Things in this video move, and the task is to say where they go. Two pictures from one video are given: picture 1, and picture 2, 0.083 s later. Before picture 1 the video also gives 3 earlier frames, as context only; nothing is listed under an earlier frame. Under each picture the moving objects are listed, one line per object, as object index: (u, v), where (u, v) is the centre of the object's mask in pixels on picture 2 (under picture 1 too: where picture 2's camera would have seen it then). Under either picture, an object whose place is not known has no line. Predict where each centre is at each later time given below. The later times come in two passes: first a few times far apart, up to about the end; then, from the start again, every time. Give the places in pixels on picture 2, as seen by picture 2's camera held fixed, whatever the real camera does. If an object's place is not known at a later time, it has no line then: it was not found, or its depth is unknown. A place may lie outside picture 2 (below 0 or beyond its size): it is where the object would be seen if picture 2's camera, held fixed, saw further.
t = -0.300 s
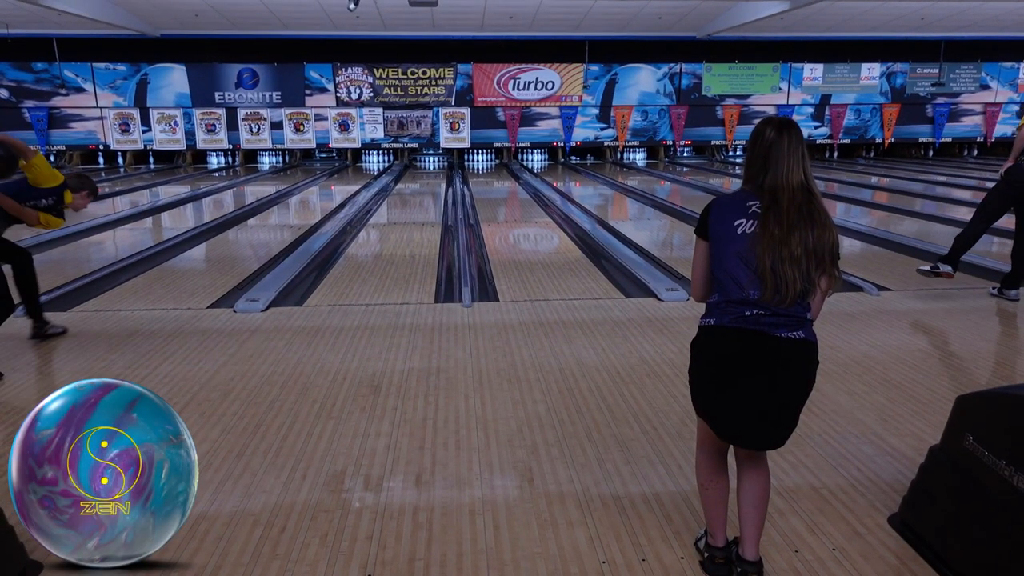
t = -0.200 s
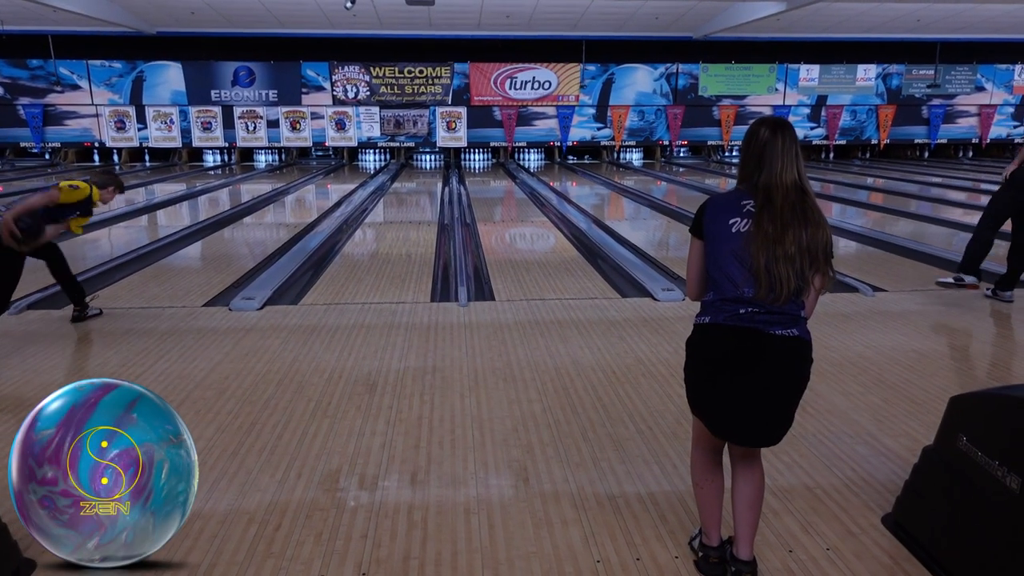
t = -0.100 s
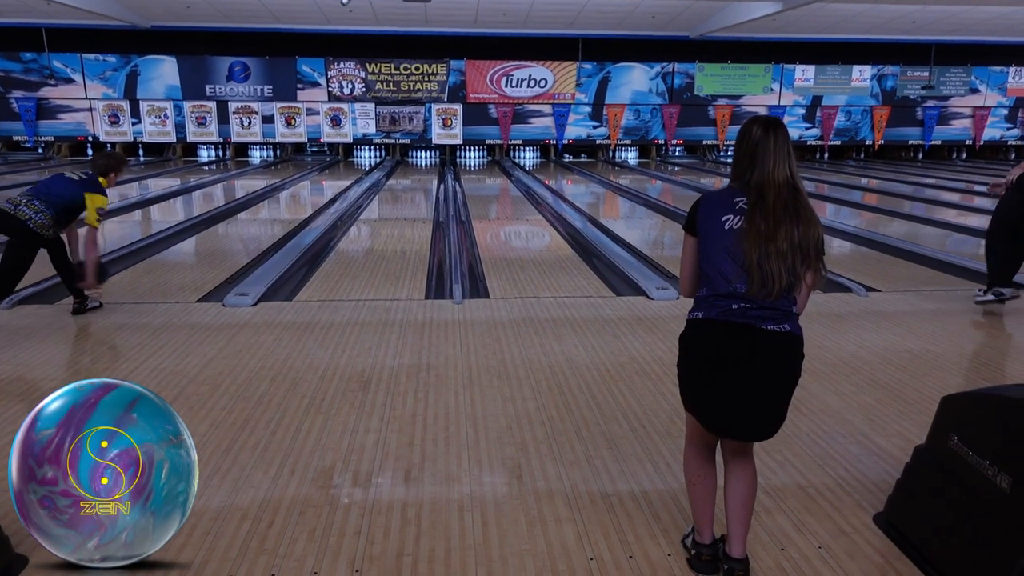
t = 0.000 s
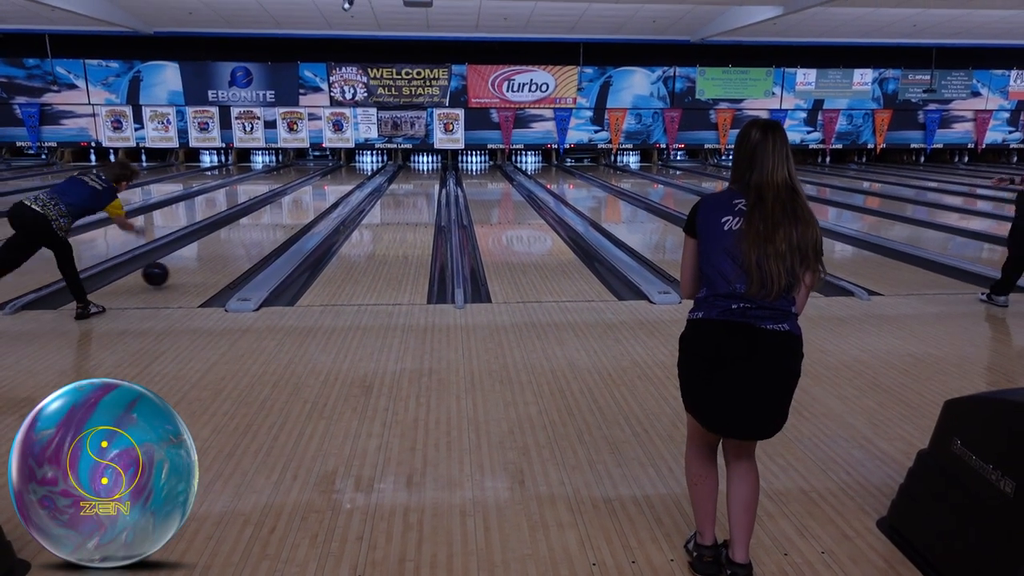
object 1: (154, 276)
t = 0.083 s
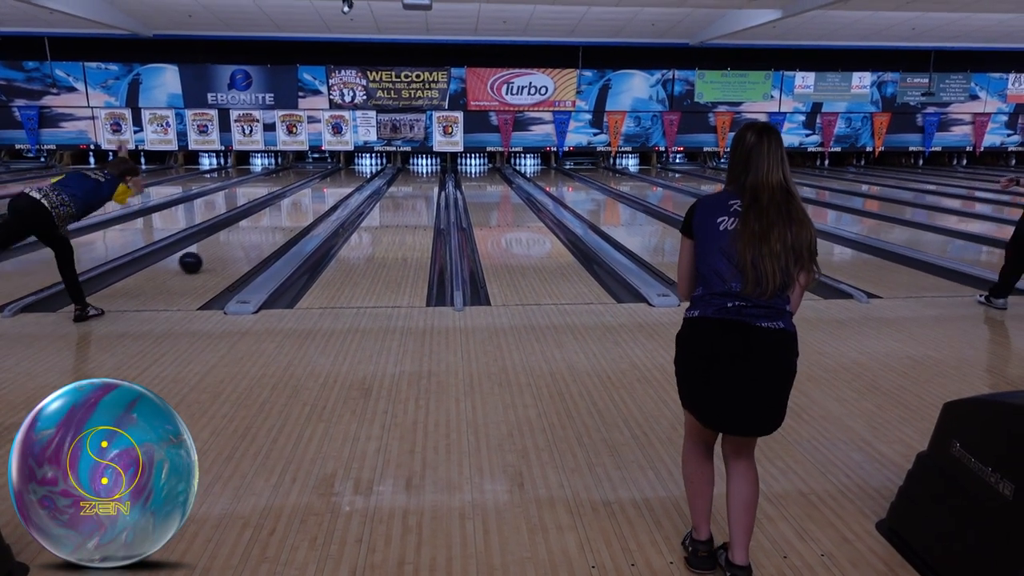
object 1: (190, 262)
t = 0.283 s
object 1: (250, 232)
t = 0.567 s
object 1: (300, 206)
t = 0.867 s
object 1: (332, 189)
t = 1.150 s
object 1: (353, 178)
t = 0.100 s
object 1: (197, 259)
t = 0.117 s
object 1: (203, 256)
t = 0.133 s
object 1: (208, 253)
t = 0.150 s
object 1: (213, 251)
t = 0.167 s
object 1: (218, 248)
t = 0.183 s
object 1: (224, 245)
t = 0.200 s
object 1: (229, 243)
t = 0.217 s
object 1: (233, 241)
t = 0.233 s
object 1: (238, 238)
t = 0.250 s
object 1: (242, 236)
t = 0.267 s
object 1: (246, 234)
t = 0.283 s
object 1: (250, 232)
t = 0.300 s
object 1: (254, 230)
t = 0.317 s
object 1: (258, 228)
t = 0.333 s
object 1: (261, 226)
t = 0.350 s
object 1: (265, 225)
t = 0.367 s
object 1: (268, 223)
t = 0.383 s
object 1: (271, 221)
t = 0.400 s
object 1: (274, 220)
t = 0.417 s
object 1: (277, 218)
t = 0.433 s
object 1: (280, 216)
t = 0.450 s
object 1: (283, 215)
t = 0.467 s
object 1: (286, 214)
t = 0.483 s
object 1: (288, 212)
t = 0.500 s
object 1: (291, 211)
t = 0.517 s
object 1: (293, 210)
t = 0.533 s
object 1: (296, 209)
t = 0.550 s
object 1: (298, 207)
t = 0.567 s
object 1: (300, 206)
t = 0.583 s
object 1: (302, 205)
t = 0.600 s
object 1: (305, 204)
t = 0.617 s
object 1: (307, 203)
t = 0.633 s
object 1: (309, 202)
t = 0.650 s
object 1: (311, 200)
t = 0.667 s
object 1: (313, 199)
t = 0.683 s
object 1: (315, 198)
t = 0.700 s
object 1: (316, 198)
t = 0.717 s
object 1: (318, 196)
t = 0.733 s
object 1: (320, 195)
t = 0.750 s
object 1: (322, 194)
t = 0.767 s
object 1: (323, 194)
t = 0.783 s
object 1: (325, 193)
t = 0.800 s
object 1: (326, 192)
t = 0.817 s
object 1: (328, 191)
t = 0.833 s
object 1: (330, 191)
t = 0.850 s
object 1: (331, 190)
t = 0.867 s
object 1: (332, 189)
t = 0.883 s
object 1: (334, 188)
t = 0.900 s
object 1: (335, 187)
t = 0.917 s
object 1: (337, 187)
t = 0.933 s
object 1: (338, 186)
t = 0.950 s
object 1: (339, 185)
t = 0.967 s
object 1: (341, 185)
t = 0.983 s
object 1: (342, 184)
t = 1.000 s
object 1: (343, 183)
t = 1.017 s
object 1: (344, 183)
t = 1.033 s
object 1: (345, 182)
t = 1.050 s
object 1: (346, 182)
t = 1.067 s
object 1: (347, 181)
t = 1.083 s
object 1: (349, 180)
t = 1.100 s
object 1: (350, 180)
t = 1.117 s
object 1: (351, 179)
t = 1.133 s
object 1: (352, 179)
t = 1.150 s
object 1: (353, 178)
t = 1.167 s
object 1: (354, 177)
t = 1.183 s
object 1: (355, 177)
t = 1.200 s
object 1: (356, 176)
